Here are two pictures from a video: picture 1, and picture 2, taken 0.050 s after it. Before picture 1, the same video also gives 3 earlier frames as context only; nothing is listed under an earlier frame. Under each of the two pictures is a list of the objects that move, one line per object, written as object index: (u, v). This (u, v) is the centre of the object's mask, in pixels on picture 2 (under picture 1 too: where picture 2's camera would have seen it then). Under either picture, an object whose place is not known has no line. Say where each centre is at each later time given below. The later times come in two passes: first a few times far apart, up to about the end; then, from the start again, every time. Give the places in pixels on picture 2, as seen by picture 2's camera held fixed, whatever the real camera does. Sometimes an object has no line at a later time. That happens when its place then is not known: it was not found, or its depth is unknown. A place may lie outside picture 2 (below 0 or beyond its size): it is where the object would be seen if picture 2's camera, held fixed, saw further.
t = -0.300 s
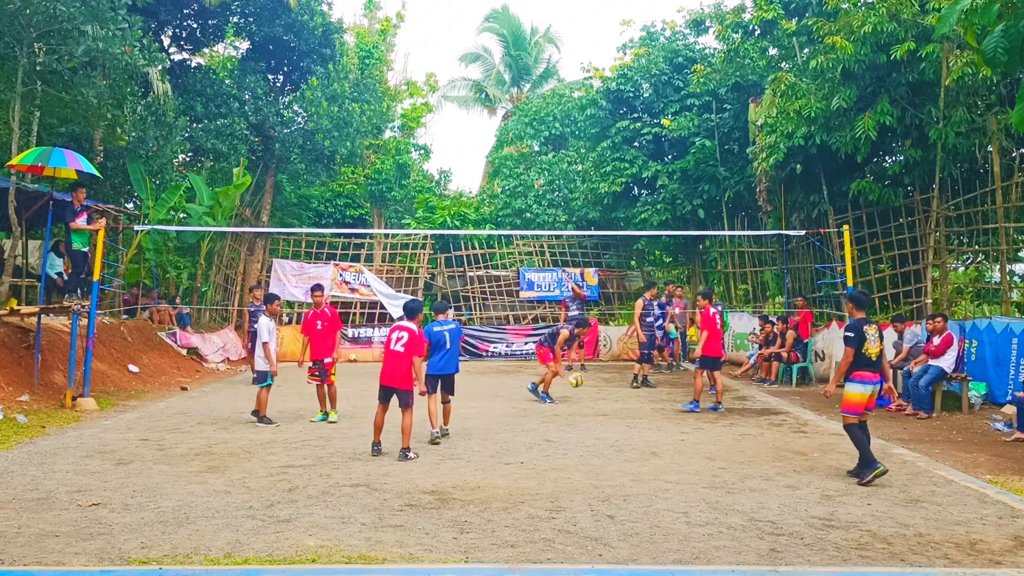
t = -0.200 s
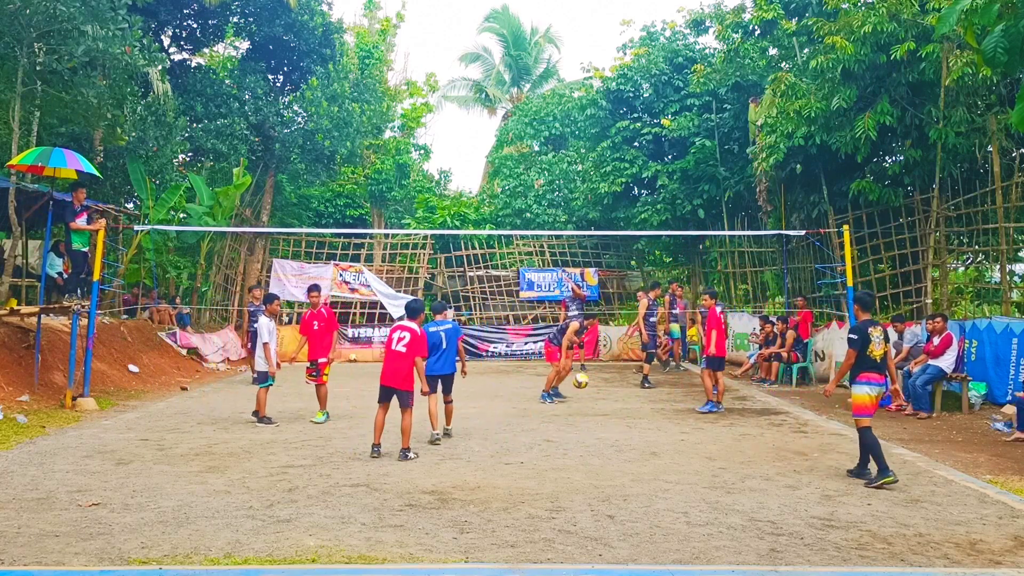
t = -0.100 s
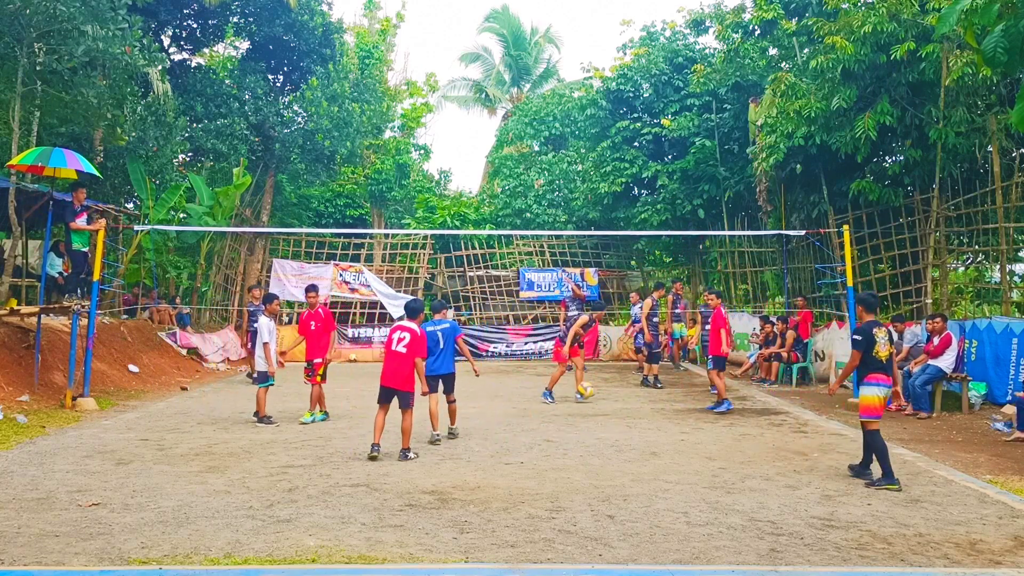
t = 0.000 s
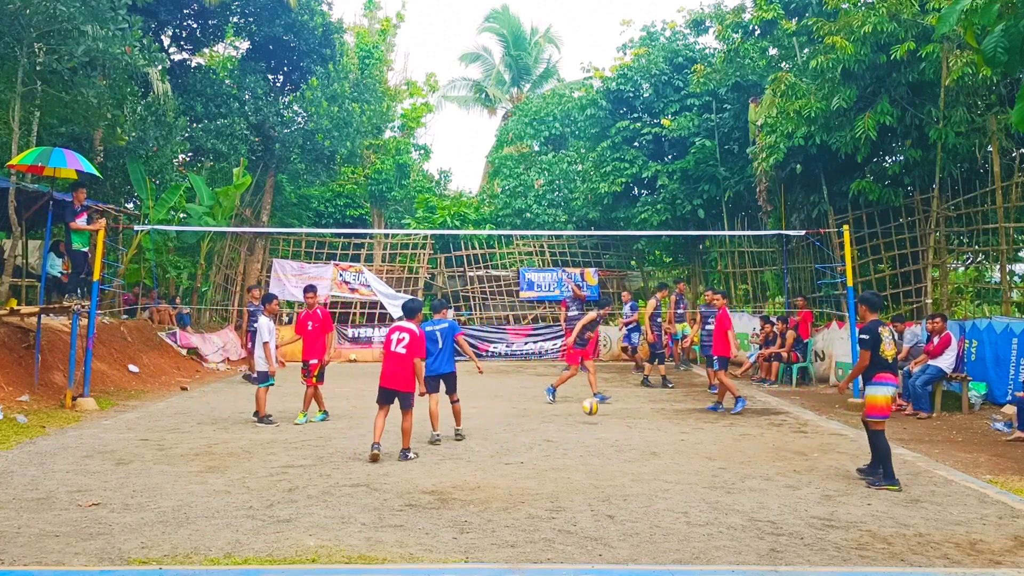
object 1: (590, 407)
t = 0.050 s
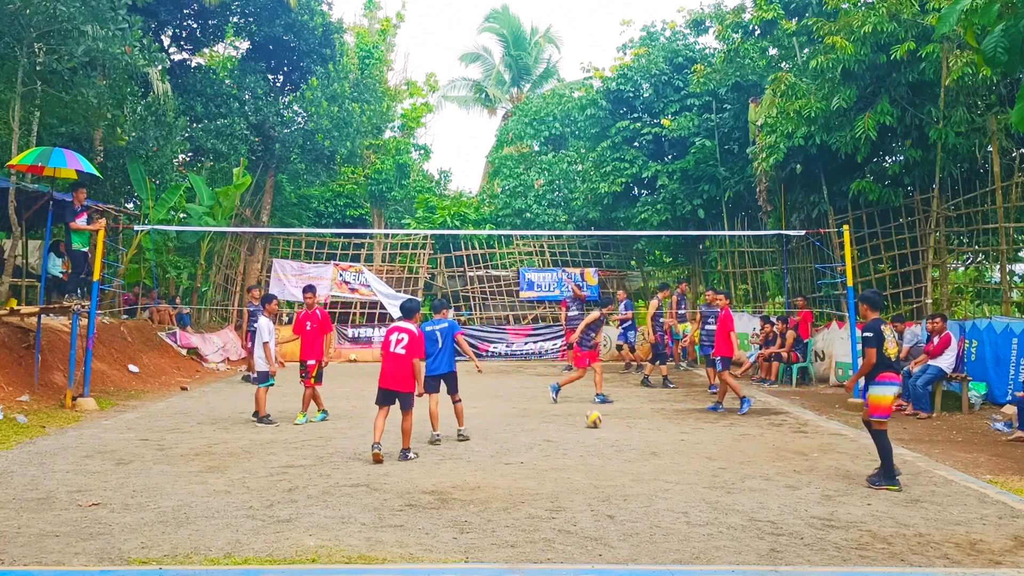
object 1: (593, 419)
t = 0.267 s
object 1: (597, 408)
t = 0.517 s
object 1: (602, 437)
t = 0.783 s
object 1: (610, 455)
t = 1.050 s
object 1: (619, 476)
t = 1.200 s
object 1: (625, 487)
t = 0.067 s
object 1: (593, 419)
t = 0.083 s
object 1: (594, 417)
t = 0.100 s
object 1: (594, 416)
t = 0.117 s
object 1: (594, 414)
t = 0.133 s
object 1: (595, 412)
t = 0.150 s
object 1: (595, 411)
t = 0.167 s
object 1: (595, 410)
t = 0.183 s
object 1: (595, 409)
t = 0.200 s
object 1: (596, 408)
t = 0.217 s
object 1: (596, 408)
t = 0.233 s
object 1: (596, 408)
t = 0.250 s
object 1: (597, 408)
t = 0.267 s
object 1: (597, 408)
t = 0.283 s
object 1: (597, 409)
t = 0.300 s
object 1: (597, 410)
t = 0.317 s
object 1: (598, 411)
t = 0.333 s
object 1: (598, 412)
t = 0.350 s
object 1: (599, 413)
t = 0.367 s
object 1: (599, 415)
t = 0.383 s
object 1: (599, 418)
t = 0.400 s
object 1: (600, 420)
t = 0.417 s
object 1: (599, 423)
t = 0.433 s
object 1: (600, 426)
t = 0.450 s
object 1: (600, 429)
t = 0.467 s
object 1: (601, 433)
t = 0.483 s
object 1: (601, 437)
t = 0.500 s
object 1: (602, 438)
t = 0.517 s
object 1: (602, 437)
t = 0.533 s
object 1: (603, 436)
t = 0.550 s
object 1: (603, 436)
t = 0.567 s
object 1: (603, 436)
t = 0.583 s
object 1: (603, 436)
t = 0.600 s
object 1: (604, 437)
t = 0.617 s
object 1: (604, 437)
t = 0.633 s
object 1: (605, 439)
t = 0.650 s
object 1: (605, 442)
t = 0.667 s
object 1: (605, 444)
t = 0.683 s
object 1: (607, 444)
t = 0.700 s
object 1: (607, 446)
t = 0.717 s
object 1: (608, 449)
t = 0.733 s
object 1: (608, 451)
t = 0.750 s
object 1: (608, 454)
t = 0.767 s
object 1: (609, 454)
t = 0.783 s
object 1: (610, 455)
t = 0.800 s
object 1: (610, 455)
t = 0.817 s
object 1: (611, 455)
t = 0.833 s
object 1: (612, 456)
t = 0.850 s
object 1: (612, 458)
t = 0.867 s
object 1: (612, 459)
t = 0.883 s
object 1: (613, 461)
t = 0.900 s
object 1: (613, 463)
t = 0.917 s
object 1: (614, 465)
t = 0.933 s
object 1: (614, 468)
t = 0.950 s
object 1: (615, 468)
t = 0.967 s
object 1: (616, 468)
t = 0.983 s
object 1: (616, 469)
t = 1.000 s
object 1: (617, 470)
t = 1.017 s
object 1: (618, 472)
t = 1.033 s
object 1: (618, 475)
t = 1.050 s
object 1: (619, 476)
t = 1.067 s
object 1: (619, 477)
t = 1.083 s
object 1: (620, 478)
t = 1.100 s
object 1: (621, 479)
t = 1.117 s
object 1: (622, 481)
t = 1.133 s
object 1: (622, 481)
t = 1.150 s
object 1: (623, 482)
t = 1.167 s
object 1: (624, 483)
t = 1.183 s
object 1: (625, 485)
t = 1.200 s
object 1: (625, 487)
